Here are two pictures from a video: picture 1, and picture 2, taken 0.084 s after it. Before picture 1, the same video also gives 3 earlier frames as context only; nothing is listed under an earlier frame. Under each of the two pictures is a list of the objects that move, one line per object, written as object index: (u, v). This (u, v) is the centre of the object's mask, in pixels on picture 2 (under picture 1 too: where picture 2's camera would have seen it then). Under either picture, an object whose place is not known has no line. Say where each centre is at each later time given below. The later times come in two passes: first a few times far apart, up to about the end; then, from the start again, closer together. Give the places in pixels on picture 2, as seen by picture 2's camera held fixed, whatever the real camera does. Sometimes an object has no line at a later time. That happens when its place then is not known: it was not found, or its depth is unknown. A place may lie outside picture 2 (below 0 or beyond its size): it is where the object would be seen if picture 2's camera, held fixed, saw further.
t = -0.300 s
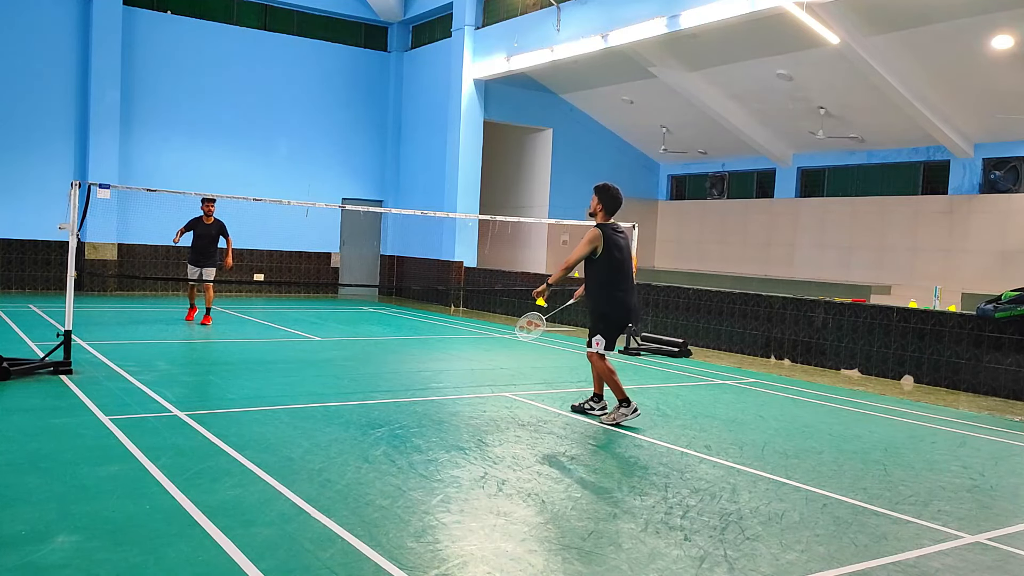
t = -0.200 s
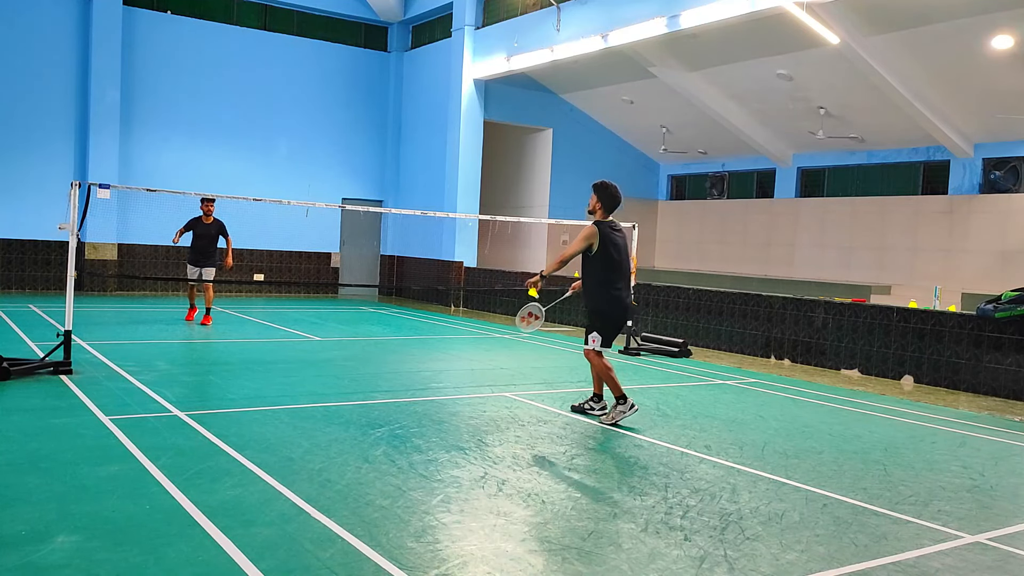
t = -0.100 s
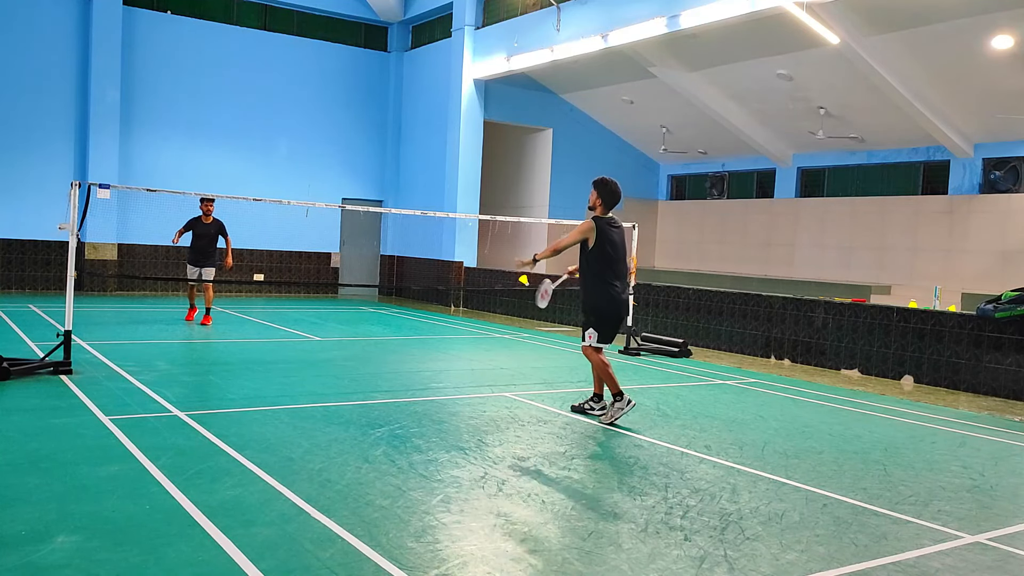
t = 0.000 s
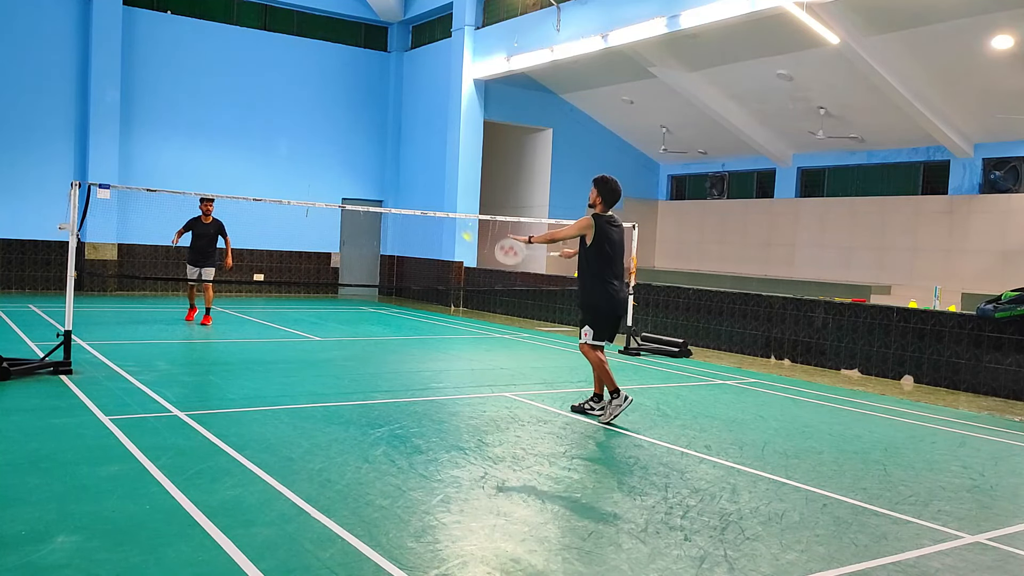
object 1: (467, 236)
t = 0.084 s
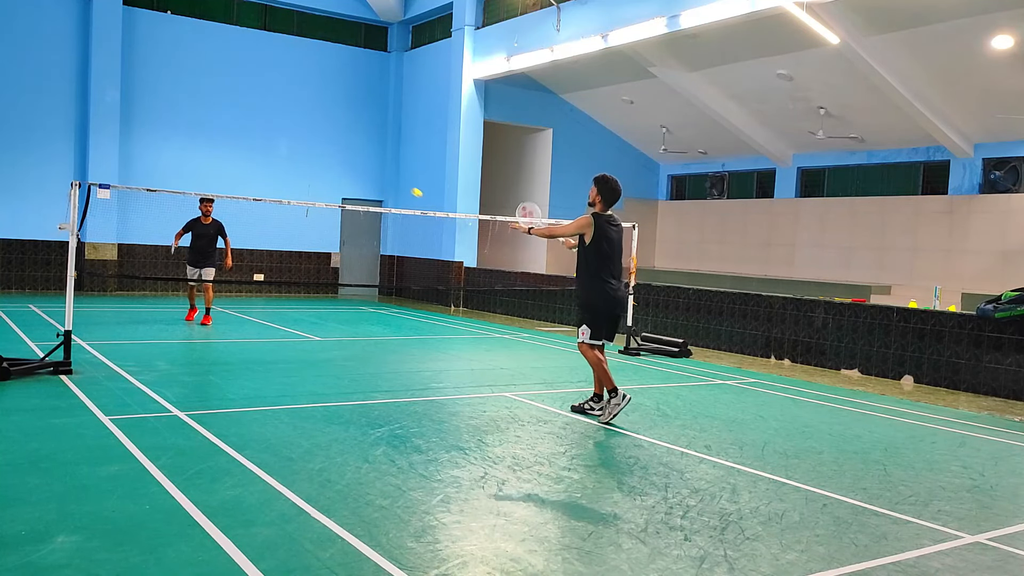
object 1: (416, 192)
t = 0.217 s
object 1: (362, 169)
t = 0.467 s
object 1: (290, 173)
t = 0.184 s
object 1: (375, 173)
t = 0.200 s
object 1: (368, 171)
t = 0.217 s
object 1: (362, 169)
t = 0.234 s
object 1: (356, 167)
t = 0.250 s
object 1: (350, 165)
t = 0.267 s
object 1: (344, 164)
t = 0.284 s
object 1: (339, 164)
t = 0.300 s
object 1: (333, 163)
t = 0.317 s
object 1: (328, 163)
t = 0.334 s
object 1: (324, 163)
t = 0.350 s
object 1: (319, 163)
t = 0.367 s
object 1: (315, 164)
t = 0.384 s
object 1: (311, 165)
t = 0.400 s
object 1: (306, 166)
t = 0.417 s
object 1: (302, 167)
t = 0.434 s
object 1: (298, 169)
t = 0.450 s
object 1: (294, 171)
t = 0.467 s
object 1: (290, 173)
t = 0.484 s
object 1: (287, 175)
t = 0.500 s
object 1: (283, 178)
